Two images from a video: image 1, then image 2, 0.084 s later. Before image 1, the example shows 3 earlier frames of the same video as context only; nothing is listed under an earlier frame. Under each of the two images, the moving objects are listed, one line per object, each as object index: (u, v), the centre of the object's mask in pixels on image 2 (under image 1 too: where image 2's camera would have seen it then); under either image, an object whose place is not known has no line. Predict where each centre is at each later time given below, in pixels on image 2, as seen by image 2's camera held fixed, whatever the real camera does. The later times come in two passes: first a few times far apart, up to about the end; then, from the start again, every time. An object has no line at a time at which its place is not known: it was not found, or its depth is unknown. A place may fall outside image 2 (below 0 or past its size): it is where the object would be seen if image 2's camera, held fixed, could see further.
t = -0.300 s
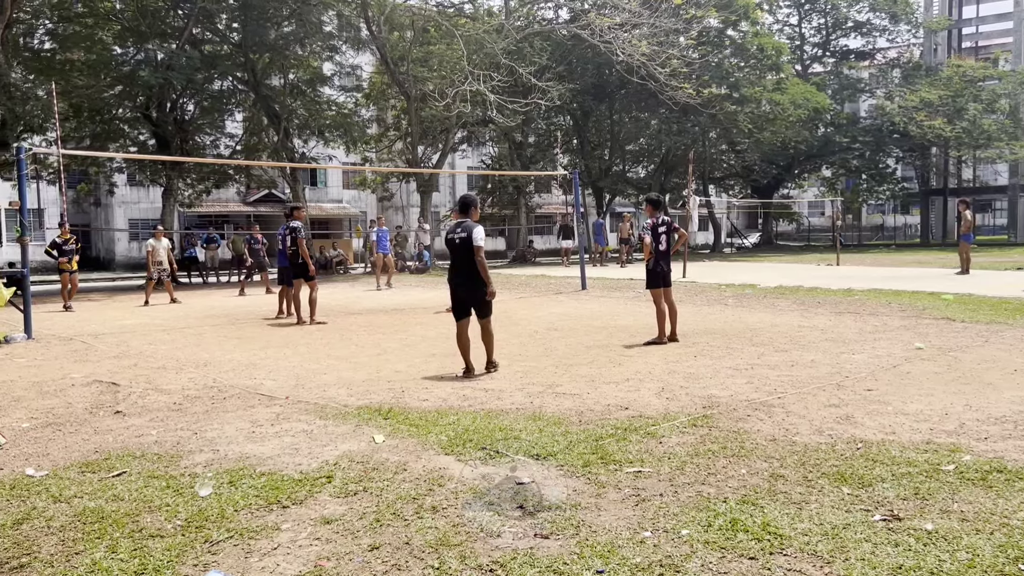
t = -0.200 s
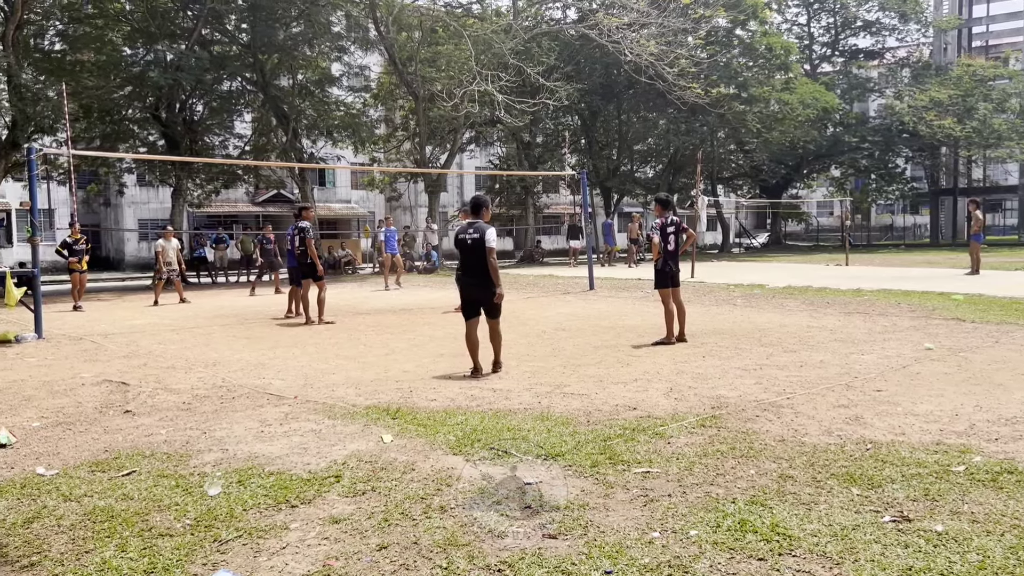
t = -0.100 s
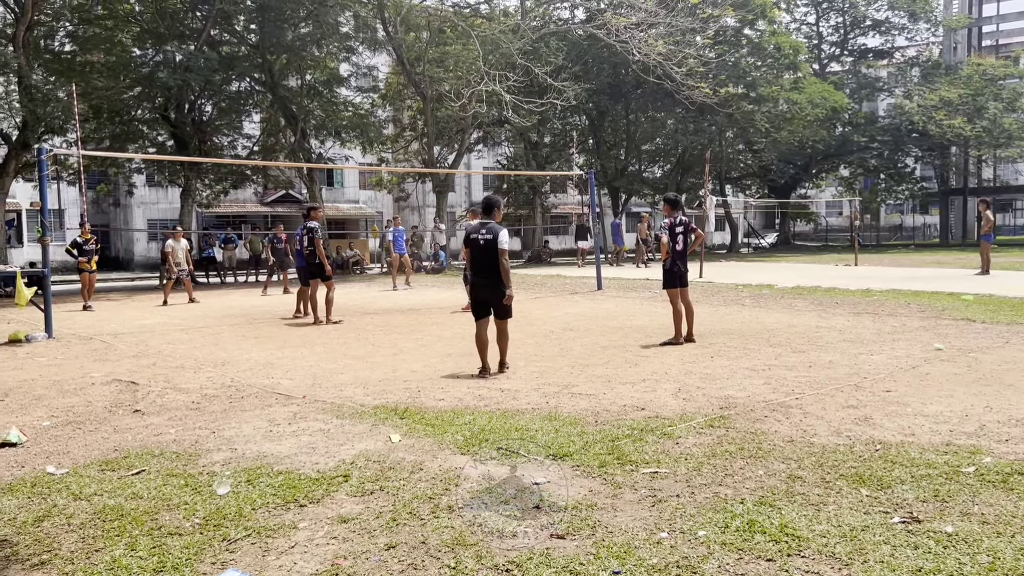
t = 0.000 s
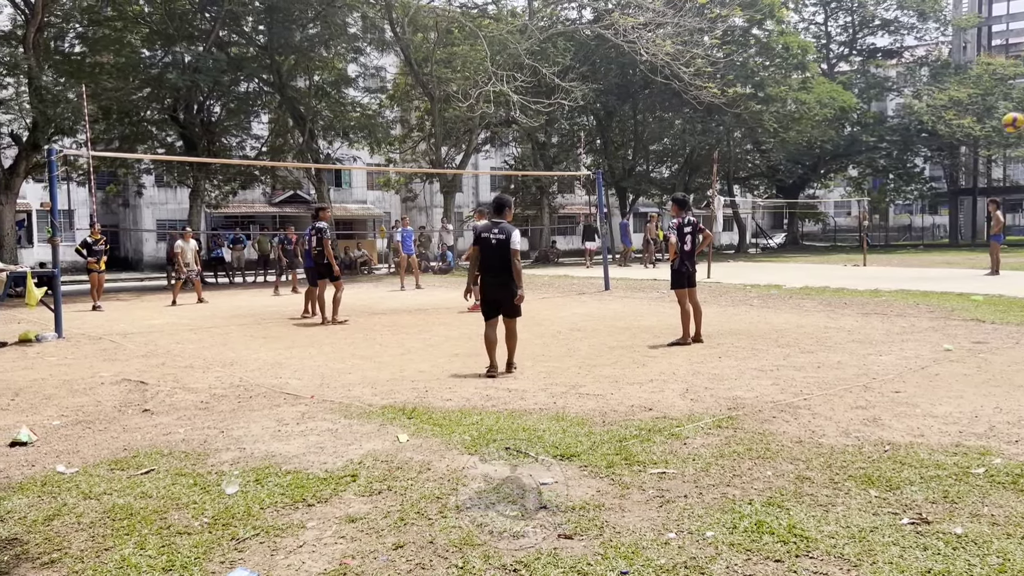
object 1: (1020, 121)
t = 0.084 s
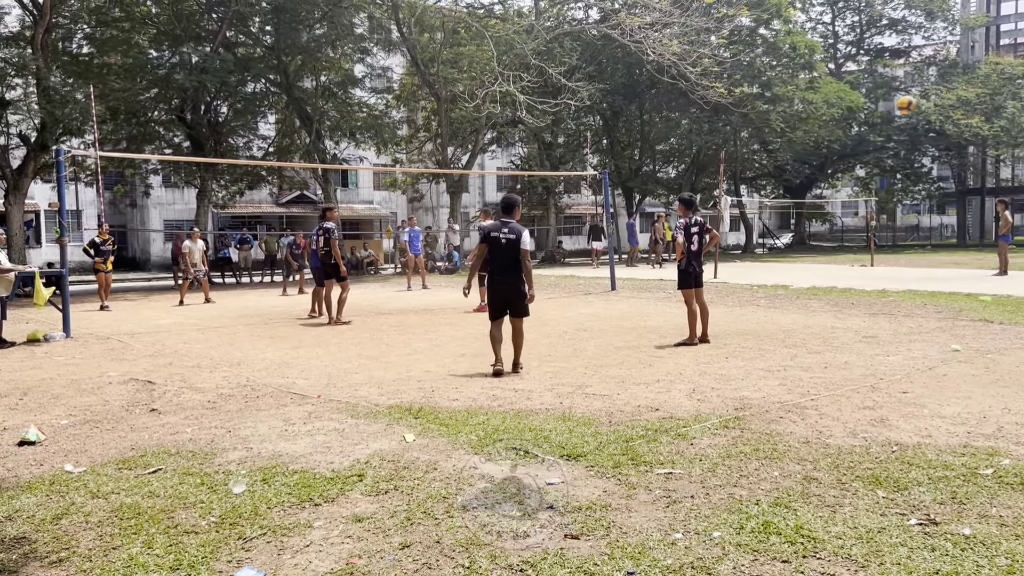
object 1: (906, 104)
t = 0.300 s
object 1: (686, 92)
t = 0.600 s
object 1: (489, 125)
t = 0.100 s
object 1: (886, 102)
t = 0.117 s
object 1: (866, 99)
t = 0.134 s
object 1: (847, 96)
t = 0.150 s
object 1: (829, 94)
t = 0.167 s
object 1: (811, 93)
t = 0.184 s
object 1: (793, 92)
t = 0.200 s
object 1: (776, 92)
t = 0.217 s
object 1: (760, 91)
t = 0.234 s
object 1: (745, 91)
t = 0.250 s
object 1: (730, 90)
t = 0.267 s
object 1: (714, 91)
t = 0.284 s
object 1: (701, 91)
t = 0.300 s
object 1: (686, 92)
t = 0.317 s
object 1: (672, 92)
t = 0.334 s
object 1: (659, 93)
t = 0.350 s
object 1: (646, 94)
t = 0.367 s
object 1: (634, 95)
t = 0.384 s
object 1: (622, 96)
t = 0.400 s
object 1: (610, 98)
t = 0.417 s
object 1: (599, 99)
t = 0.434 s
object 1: (588, 100)
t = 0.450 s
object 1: (577, 103)
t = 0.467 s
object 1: (566, 104)
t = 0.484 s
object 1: (556, 107)
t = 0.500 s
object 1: (546, 109)
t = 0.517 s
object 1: (535, 111)
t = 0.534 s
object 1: (526, 114)
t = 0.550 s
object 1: (516, 117)
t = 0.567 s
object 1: (507, 120)
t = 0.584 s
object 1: (498, 123)
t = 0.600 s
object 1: (489, 125)
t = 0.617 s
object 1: (481, 128)
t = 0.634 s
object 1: (472, 132)
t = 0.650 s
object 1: (464, 135)
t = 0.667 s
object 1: (455, 138)
